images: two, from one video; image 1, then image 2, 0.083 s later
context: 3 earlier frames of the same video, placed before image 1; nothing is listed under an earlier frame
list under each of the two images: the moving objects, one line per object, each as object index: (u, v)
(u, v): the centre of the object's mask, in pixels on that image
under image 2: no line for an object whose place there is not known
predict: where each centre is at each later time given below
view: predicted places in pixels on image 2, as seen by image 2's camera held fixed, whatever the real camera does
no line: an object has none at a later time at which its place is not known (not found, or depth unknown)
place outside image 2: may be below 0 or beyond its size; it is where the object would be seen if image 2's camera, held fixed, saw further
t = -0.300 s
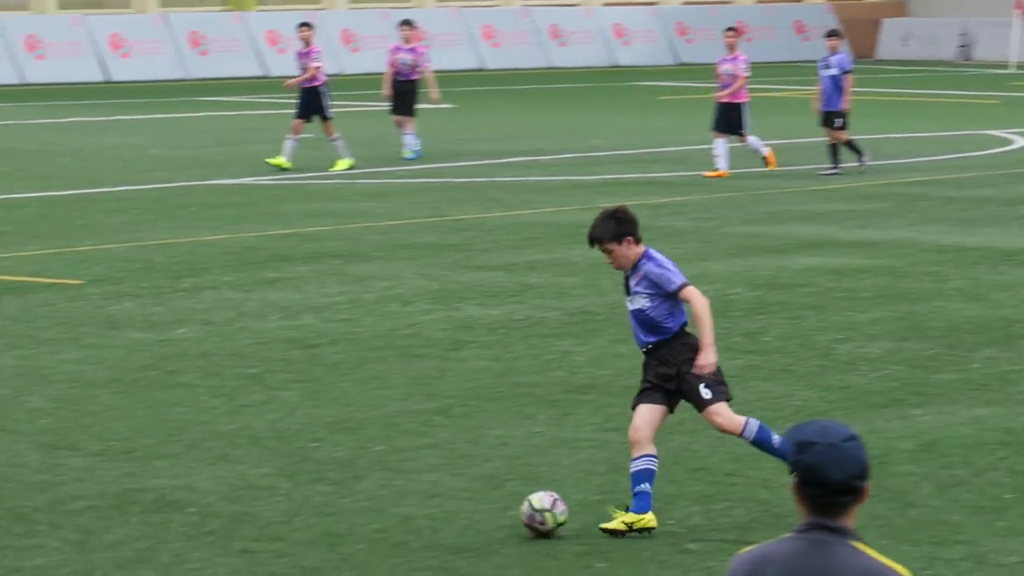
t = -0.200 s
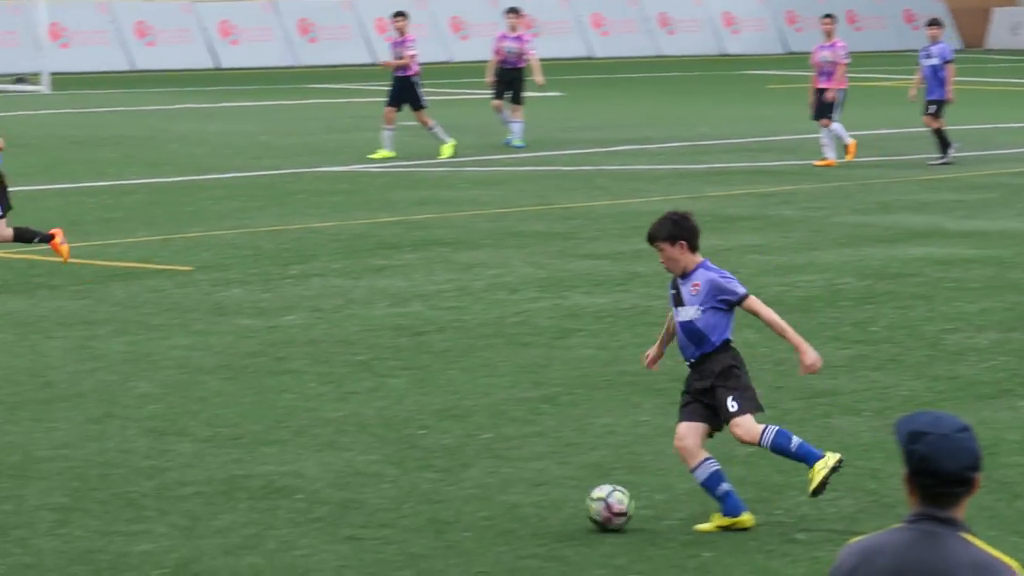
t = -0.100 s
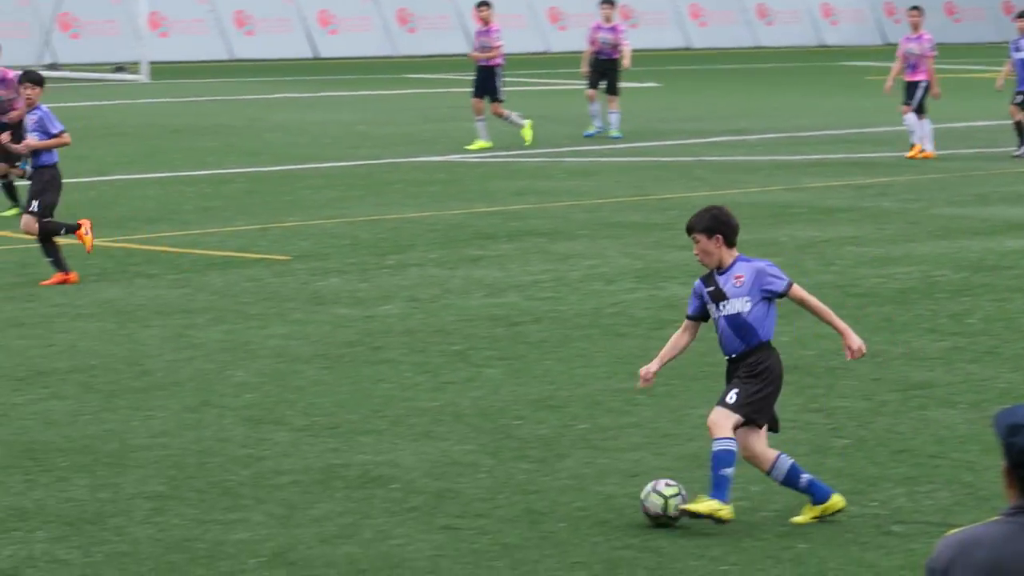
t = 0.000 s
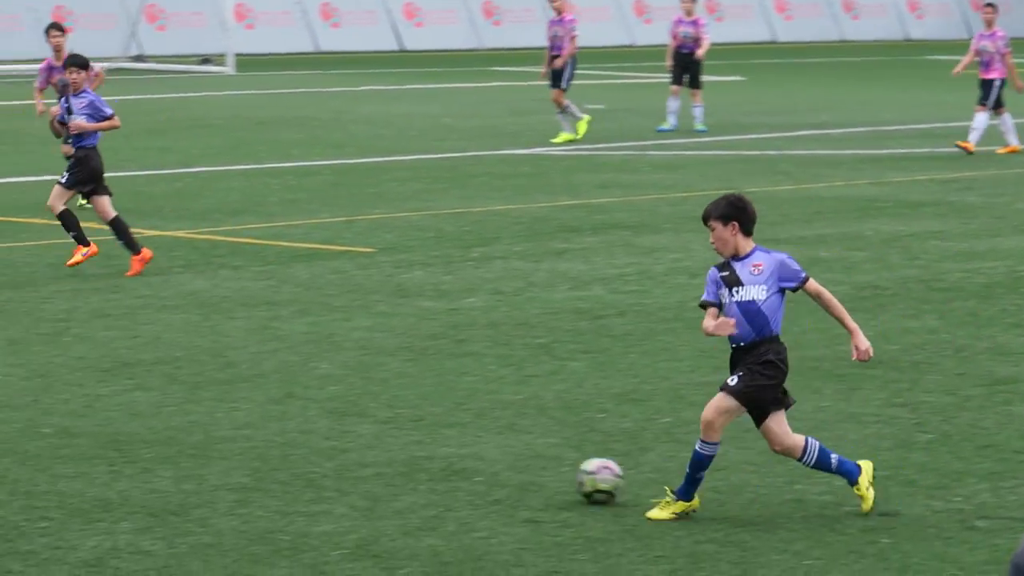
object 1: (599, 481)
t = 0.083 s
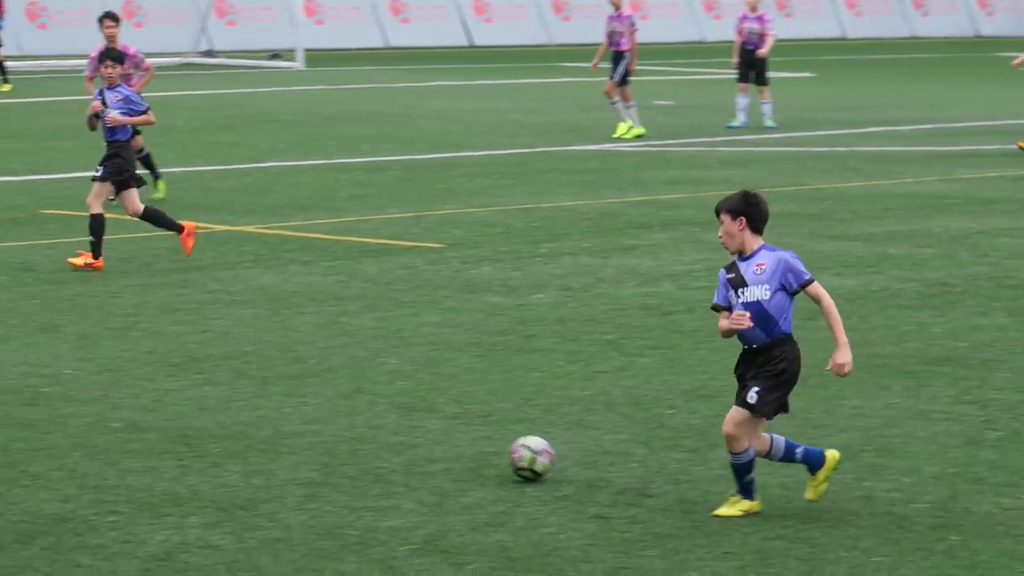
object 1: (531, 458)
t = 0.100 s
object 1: (505, 455)
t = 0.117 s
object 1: (480, 453)
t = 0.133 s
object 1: (455, 451)
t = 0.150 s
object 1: (432, 447)
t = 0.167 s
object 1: (408, 444)
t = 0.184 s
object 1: (385, 441)
